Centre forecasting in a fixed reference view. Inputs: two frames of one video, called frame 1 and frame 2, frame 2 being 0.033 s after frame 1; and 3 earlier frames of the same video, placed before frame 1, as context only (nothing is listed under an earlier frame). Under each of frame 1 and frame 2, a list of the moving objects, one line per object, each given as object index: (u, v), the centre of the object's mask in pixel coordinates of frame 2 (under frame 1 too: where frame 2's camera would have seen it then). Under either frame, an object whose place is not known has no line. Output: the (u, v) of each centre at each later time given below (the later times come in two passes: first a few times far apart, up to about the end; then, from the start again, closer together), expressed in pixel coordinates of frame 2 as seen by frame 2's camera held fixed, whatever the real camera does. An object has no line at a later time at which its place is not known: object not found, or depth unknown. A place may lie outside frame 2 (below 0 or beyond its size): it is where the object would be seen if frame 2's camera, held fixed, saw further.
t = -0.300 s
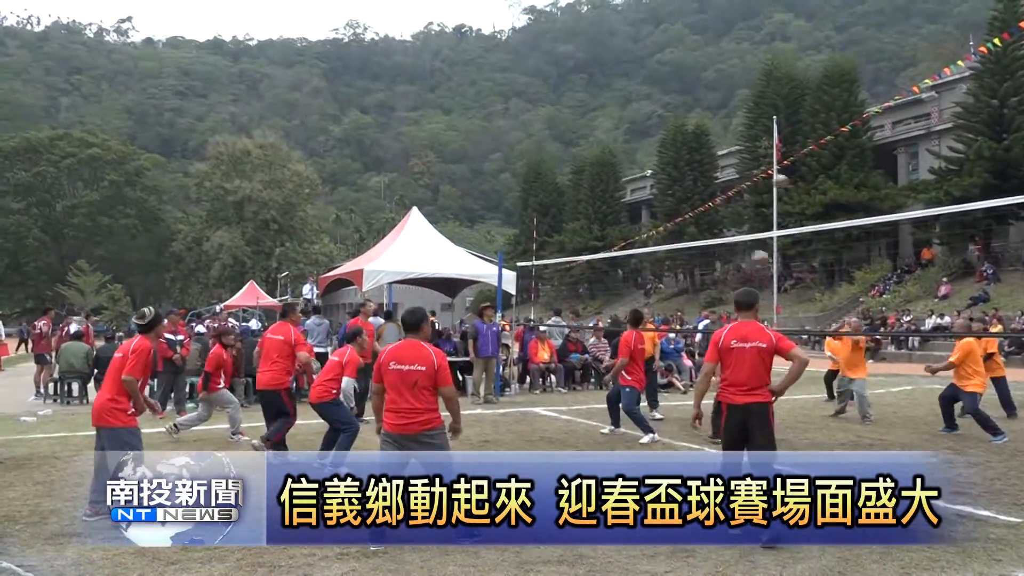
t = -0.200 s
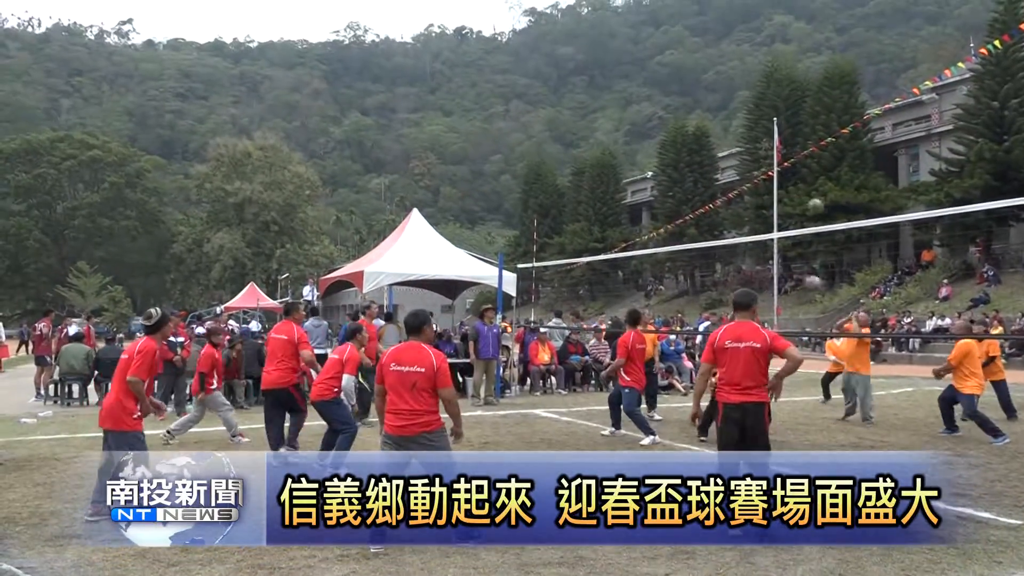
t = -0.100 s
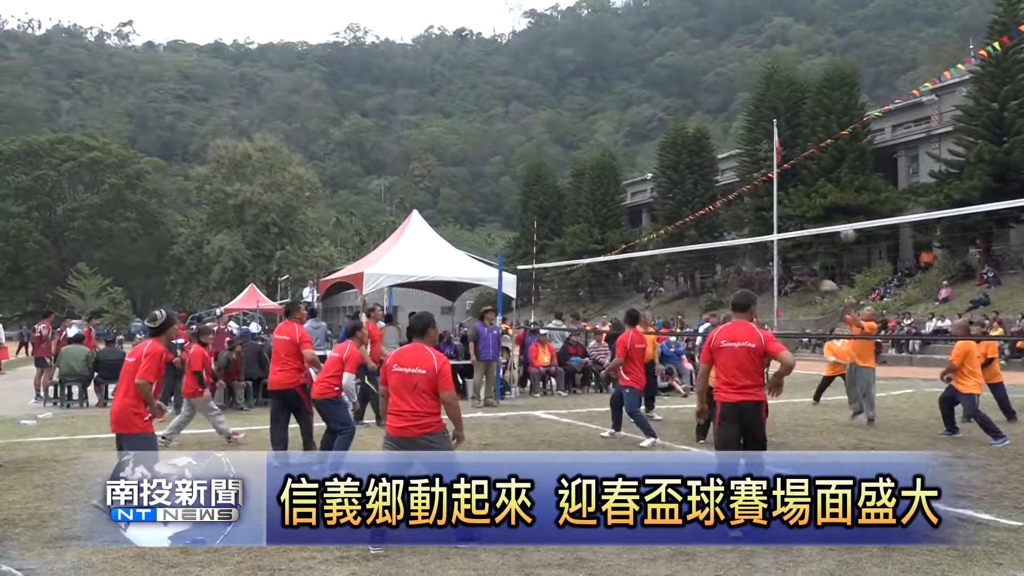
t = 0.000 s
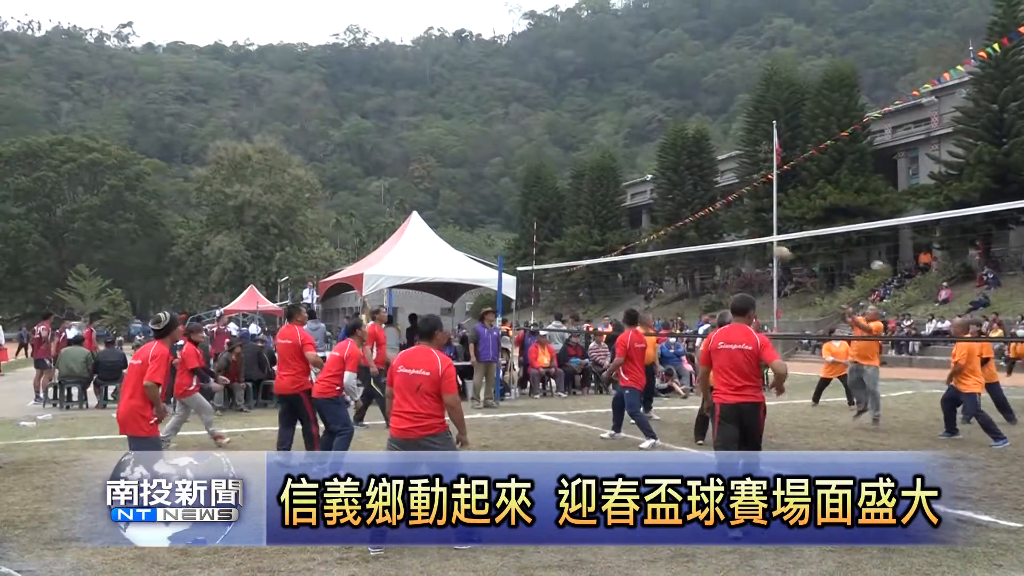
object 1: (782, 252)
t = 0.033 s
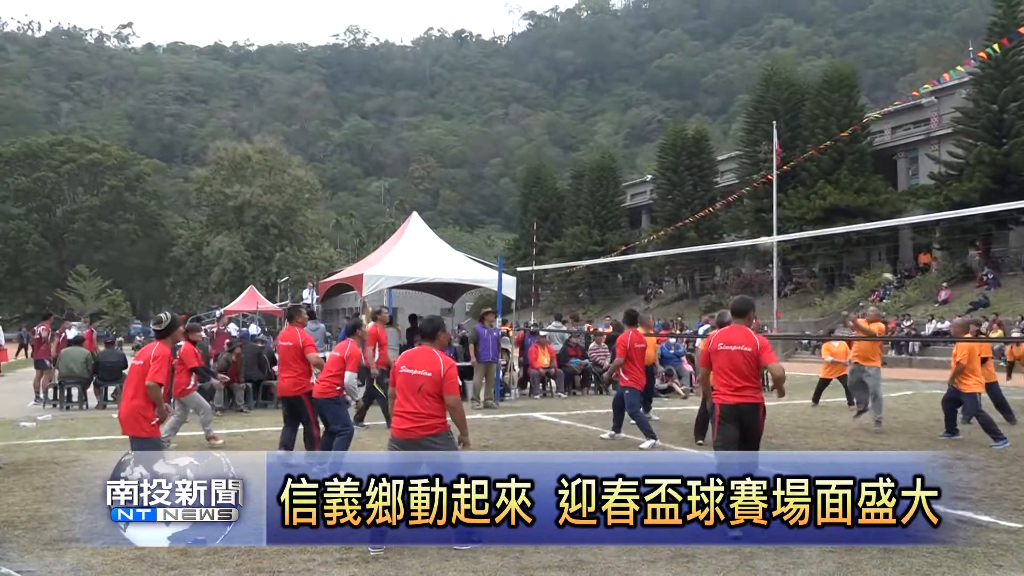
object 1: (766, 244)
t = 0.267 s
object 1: (650, 187)
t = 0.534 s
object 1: (503, 175)
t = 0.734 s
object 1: (374, 205)
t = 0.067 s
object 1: (749, 233)
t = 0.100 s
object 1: (733, 225)
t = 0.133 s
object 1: (717, 215)
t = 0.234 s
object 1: (667, 195)
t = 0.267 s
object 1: (650, 187)
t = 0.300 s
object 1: (631, 182)
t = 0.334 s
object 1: (614, 178)
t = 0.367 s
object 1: (596, 176)
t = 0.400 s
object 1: (578, 174)
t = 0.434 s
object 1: (560, 173)
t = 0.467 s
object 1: (541, 172)
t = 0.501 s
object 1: (521, 173)
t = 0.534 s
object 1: (503, 175)
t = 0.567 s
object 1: (483, 176)
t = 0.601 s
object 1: (462, 179)
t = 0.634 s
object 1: (443, 183)
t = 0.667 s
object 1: (419, 189)
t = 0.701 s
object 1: (398, 195)
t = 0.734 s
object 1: (374, 205)
